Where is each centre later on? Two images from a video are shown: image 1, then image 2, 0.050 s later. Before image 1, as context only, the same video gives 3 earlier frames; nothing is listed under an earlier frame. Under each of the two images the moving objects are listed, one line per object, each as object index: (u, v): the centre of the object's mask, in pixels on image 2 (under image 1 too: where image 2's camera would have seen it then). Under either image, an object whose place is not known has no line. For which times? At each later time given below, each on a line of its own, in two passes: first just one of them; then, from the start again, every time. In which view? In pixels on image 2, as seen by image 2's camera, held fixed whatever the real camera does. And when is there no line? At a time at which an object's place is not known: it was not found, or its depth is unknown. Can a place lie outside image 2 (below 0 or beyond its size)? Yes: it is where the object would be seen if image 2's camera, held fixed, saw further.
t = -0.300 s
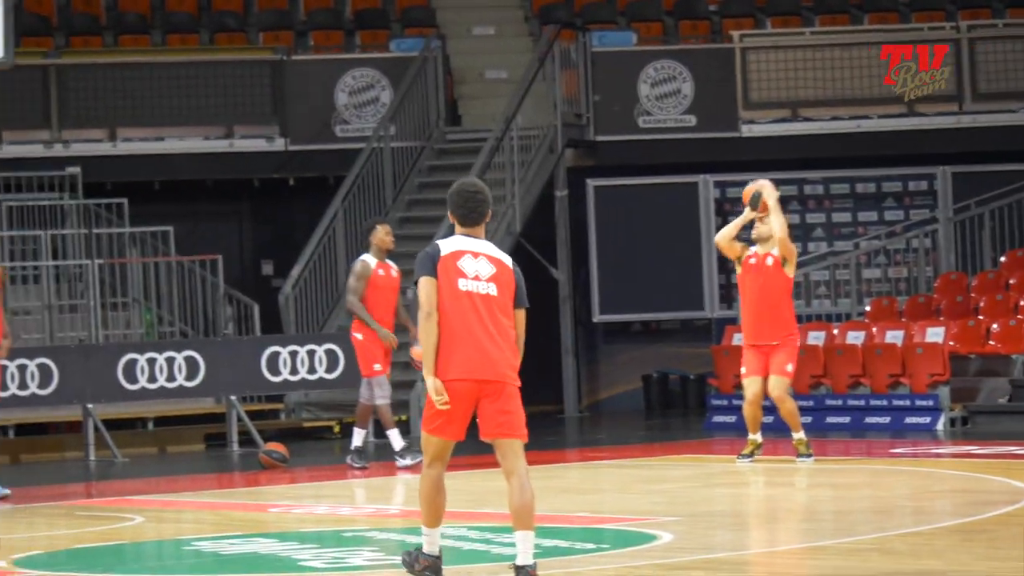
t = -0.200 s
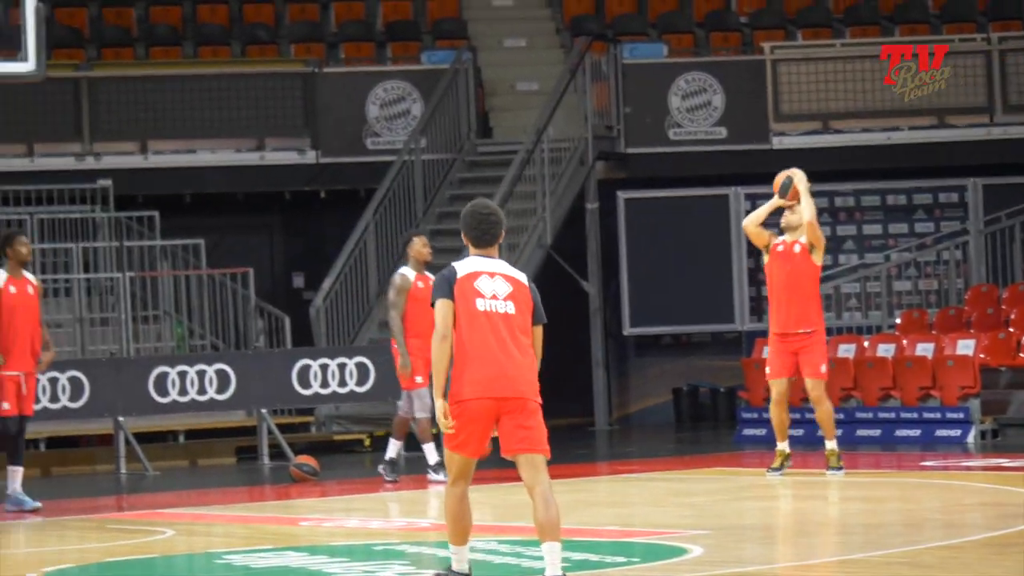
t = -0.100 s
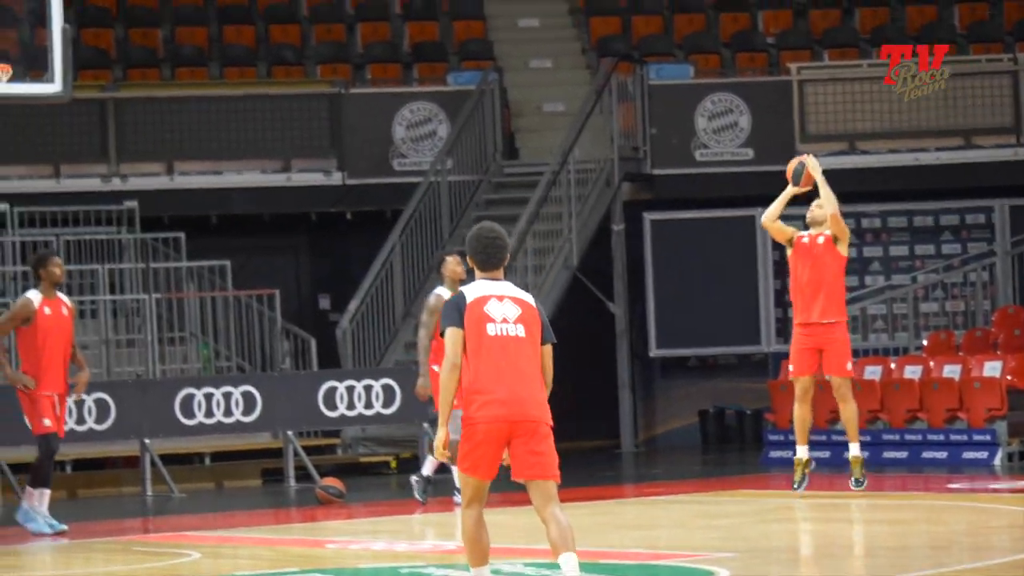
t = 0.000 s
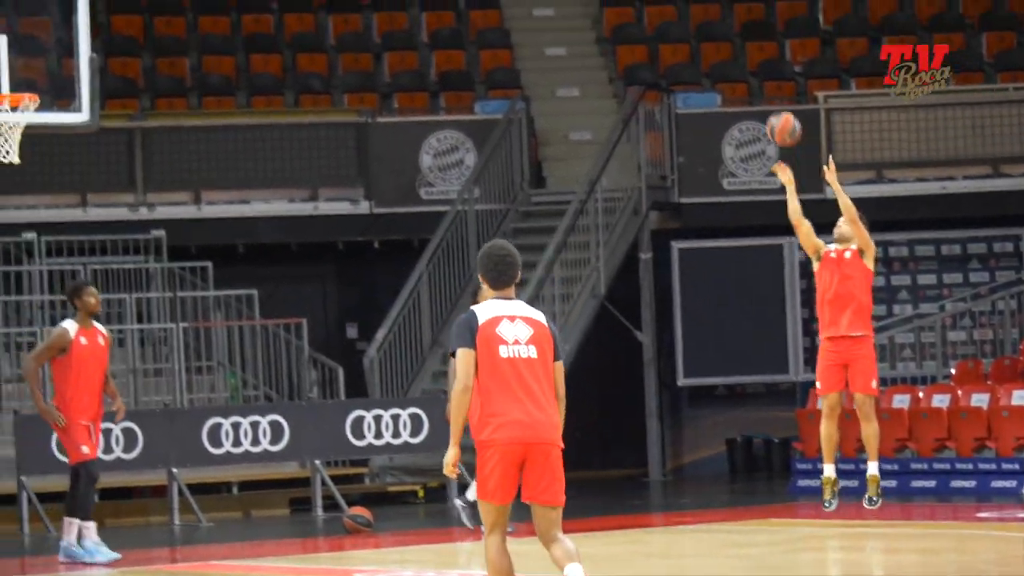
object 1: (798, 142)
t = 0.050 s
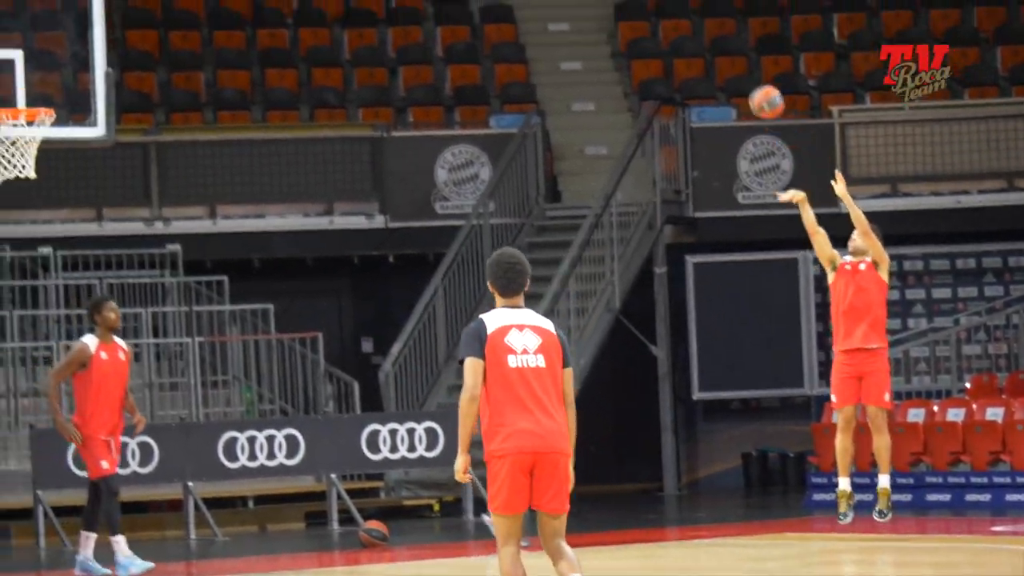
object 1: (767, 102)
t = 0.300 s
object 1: (603, -50)
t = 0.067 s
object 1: (756, 90)
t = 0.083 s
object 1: (745, 77)
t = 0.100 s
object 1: (734, 65)
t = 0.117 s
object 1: (724, 53)
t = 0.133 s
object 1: (713, 42)
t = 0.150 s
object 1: (702, 32)
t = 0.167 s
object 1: (691, 21)
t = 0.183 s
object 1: (680, 11)
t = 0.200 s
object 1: (669, 1)
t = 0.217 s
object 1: (659, -9)
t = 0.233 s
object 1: (648, -18)
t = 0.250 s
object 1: (636, -27)
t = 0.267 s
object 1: (625, -35)
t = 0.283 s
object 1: (614, -43)
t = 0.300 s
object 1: (603, -50)
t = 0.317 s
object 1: (593, -57)
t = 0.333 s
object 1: (582, -63)
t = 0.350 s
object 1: (572, -67)
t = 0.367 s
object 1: (561, -72)
